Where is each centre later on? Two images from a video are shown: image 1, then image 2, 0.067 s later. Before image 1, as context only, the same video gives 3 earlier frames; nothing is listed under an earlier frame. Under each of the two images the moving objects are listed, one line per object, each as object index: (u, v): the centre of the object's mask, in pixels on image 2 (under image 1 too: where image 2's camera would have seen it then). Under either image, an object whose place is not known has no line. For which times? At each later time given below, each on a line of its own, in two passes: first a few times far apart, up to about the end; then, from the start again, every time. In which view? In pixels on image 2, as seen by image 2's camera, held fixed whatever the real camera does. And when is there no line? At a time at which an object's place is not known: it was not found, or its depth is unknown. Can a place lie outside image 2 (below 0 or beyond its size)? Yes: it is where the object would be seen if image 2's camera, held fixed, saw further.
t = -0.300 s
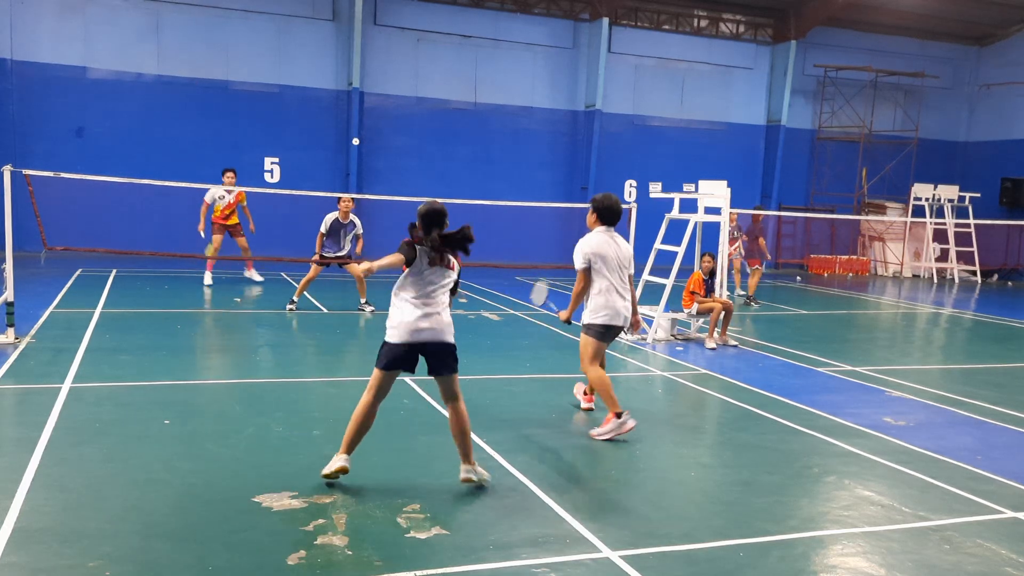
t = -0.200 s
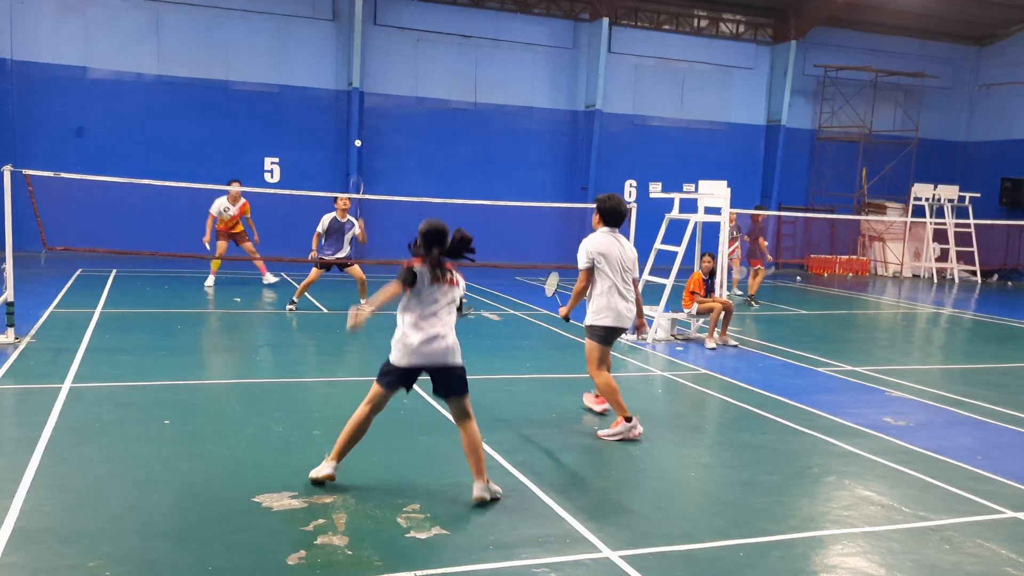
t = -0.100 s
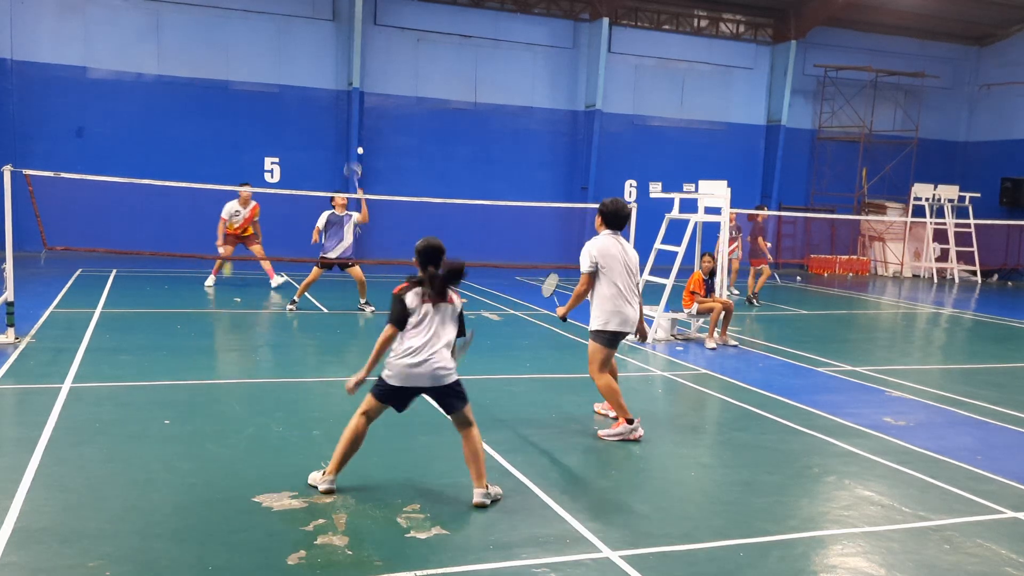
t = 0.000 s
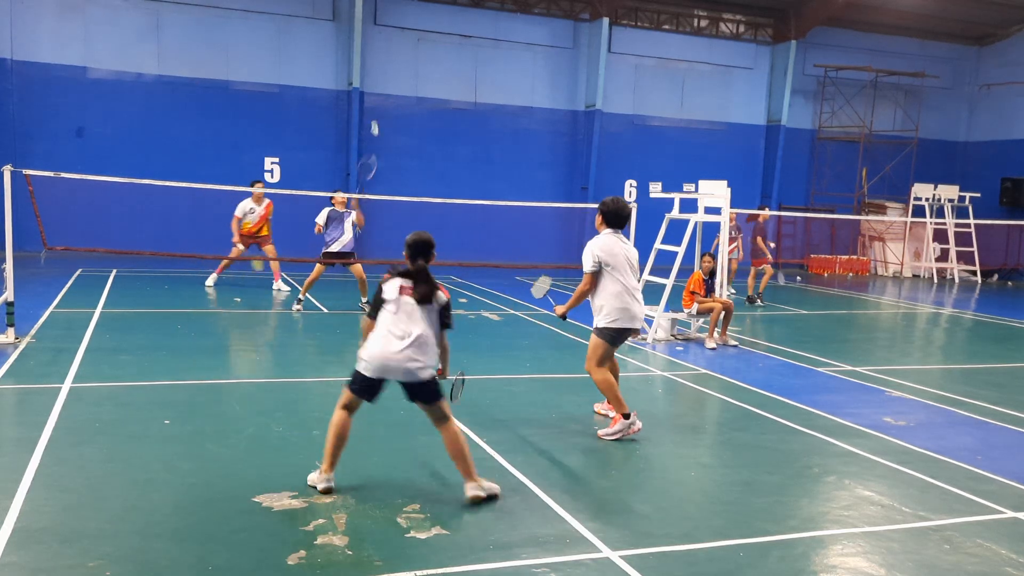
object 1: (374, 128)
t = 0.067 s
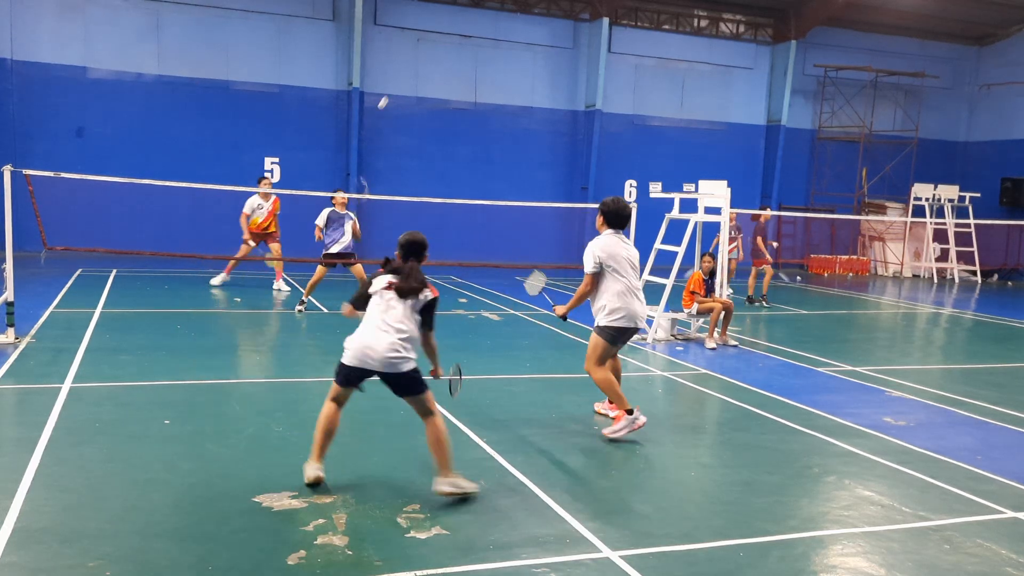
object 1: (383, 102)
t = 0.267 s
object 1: (411, 52)
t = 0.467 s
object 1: (436, 47)
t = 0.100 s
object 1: (389, 92)
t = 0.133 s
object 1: (393, 80)
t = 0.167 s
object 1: (397, 71)
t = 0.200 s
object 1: (402, 64)
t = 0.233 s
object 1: (406, 58)
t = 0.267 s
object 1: (411, 52)
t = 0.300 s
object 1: (417, 48)
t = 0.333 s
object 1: (421, 45)
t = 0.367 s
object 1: (425, 43)
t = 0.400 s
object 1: (429, 43)
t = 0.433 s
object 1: (433, 44)
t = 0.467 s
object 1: (436, 47)
